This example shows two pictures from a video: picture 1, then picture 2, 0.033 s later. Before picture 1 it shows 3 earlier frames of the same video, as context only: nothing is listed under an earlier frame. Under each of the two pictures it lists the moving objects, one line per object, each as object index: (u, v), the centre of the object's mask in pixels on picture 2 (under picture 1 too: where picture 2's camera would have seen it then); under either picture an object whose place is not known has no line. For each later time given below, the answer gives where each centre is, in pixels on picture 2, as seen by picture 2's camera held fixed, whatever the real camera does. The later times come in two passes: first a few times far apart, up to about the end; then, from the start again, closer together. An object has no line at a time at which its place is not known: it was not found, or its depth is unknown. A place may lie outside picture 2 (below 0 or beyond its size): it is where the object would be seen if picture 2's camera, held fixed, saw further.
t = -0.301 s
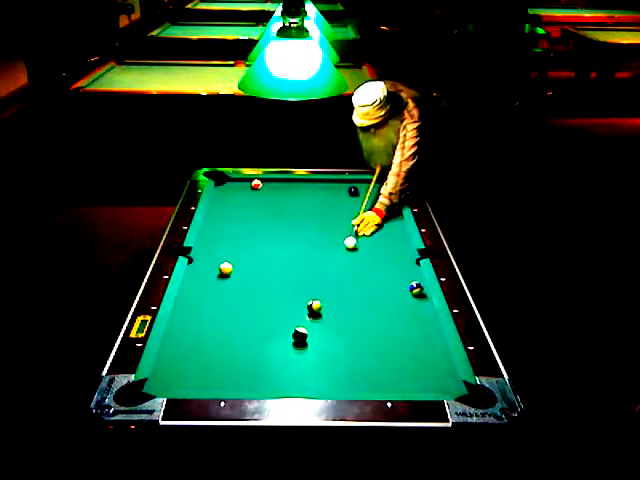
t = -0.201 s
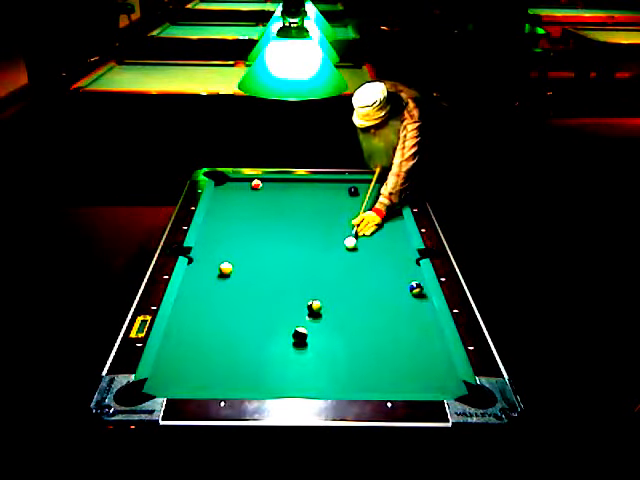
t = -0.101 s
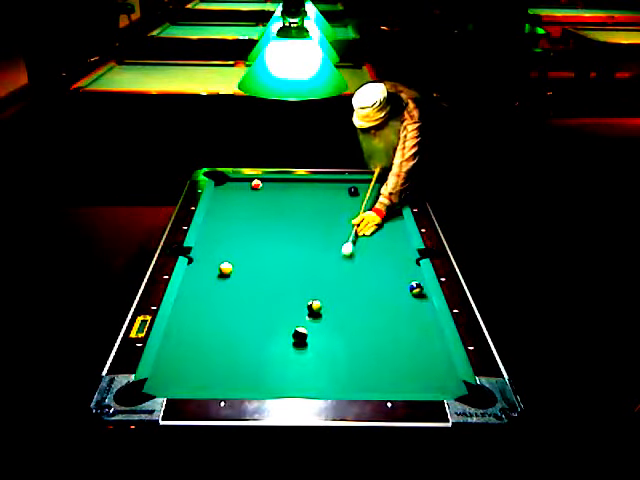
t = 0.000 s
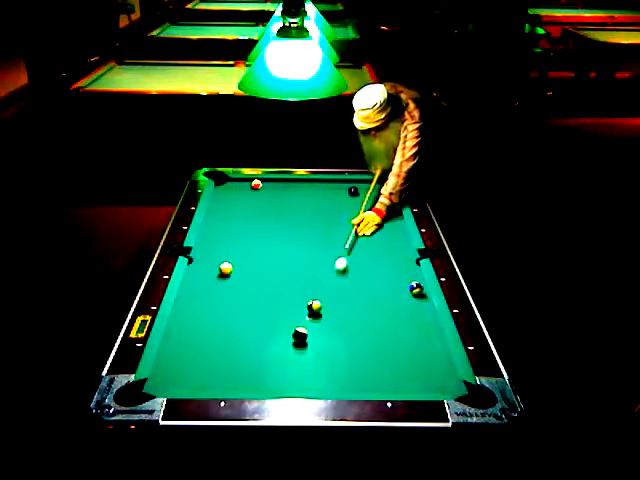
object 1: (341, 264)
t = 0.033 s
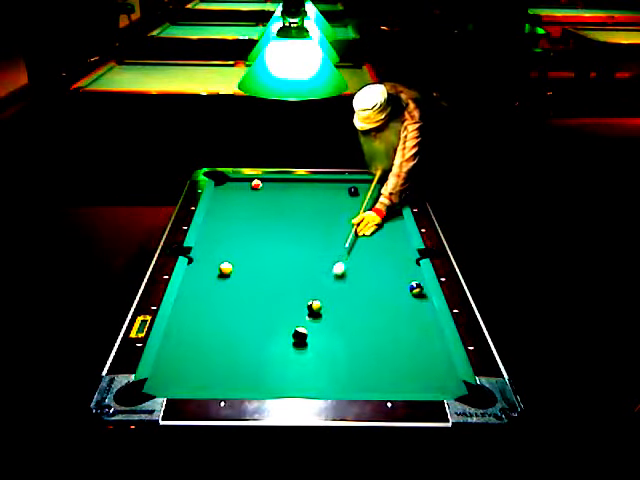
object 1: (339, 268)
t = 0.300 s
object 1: (330, 304)
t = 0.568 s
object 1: (350, 331)
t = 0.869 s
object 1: (375, 365)
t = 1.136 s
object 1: (394, 382)
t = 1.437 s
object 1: (398, 366)
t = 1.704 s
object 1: (400, 354)
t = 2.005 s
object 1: (402, 341)
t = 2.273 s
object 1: (403, 331)
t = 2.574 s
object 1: (404, 322)
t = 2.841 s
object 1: (405, 315)
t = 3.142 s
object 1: (406, 309)
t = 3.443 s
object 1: (407, 304)
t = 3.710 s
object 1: (407, 300)
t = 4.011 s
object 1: (408, 297)
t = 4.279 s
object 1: (408, 294)
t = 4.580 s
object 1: (408, 293)
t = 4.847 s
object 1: (407, 293)
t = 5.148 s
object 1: (407, 293)
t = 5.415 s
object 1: (407, 293)
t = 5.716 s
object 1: (407, 293)
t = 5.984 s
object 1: (407, 293)
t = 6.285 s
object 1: (407, 293)
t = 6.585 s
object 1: (407, 293)
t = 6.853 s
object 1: (407, 293)
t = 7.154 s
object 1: (407, 293)
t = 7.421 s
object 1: (407, 293)
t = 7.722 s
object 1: (407, 293)
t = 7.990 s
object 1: (407, 293)
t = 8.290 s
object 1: (407, 293)
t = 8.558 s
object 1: (407, 293)
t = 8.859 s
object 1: (407, 293)
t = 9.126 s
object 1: (407, 293)
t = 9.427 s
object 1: (407, 293)
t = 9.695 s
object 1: (407, 293)
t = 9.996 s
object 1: (407, 293)
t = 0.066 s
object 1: (336, 273)
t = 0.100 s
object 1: (334, 278)
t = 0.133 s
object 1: (332, 283)
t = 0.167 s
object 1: (330, 288)
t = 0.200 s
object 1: (328, 293)
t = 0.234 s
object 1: (326, 297)
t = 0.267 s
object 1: (326, 302)
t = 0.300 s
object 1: (330, 304)
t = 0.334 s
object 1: (333, 307)
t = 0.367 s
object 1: (335, 311)
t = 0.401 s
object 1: (338, 314)
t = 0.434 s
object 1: (340, 317)
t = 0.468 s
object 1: (343, 321)
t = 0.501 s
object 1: (345, 324)
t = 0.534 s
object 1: (348, 327)
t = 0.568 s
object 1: (350, 331)
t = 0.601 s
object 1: (353, 334)
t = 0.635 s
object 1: (356, 338)
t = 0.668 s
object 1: (359, 342)
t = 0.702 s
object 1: (361, 346)
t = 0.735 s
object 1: (364, 349)
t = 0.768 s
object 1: (366, 353)
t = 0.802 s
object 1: (369, 357)
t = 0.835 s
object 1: (372, 361)
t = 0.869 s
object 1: (375, 365)
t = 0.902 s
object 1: (378, 369)
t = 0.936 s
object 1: (382, 373)
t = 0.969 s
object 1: (384, 377)
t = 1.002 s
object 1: (388, 381)
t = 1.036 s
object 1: (391, 384)
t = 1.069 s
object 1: (393, 386)
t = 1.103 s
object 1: (394, 385)
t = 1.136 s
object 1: (394, 382)
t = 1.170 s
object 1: (395, 381)
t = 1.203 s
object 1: (395, 379)
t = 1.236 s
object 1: (395, 377)
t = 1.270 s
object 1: (396, 375)
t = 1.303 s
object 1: (396, 373)
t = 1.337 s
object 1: (396, 371)
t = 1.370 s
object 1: (397, 370)
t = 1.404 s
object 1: (397, 367)
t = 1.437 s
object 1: (398, 366)
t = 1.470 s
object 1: (398, 364)
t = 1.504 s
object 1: (399, 362)
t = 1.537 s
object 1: (399, 361)
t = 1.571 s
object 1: (399, 359)
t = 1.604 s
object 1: (399, 358)
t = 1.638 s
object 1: (400, 357)
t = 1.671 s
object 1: (400, 355)
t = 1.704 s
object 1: (400, 354)
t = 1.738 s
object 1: (400, 352)
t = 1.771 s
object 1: (401, 350)
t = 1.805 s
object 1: (401, 349)
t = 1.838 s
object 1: (401, 348)
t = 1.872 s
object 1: (401, 346)
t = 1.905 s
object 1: (402, 345)
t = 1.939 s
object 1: (402, 344)
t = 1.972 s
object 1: (402, 343)
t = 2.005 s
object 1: (402, 341)
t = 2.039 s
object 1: (402, 339)
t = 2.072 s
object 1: (403, 338)
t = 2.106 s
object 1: (403, 337)
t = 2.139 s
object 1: (403, 336)
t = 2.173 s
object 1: (403, 335)
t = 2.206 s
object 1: (403, 333)
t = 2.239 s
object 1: (403, 333)
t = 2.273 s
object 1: (403, 331)
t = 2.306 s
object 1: (404, 330)
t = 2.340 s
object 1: (404, 329)
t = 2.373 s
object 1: (404, 328)
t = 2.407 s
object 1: (404, 327)
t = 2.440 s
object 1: (404, 326)
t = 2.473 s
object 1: (404, 325)
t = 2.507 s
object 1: (404, 324)
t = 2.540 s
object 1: (404, 323)
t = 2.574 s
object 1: (404, 322)
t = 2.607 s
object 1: (404, 321)
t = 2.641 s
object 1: (405, 320)
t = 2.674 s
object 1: (405, 319)
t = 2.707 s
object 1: (405, 318)
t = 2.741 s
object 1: (405, 317)
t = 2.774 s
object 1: (405, 316)
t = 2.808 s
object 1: (405, 315)
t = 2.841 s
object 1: (405, 315)
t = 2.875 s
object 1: (406, 314)
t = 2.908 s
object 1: (406, 314)
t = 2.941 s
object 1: (406, 312)
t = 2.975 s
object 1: (406, 312)
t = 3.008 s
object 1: (406, 311)
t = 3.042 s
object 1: (406, 311)
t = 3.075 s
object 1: (406, 310)
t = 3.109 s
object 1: (406, 310)
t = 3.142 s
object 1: (406, 309)
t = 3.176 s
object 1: (406, 308)
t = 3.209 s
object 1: (406, 308)
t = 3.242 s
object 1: (406, 307)
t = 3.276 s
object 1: (406, 307)
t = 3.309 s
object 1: (407, 306)
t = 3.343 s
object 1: (407, 305)
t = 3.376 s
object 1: (407, 305)
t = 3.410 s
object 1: (407, 304)
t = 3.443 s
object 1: (407, 304)
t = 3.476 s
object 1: (407, 303)
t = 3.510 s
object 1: (407, 303)
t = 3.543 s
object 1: (407, 302)
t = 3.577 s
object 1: (408, 302)
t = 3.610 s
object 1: (407, 301)
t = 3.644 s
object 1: (408, 301)
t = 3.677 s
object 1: (408, 301)
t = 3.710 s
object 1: (407, 300)
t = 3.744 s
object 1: (408, 300)
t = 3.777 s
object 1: (408, 299)
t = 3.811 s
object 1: (408, 299)
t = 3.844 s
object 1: (408, 298)
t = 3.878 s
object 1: (408, 298)
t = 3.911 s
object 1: (408, 297)
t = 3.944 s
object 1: (408, 297)
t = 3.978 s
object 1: (408, 297)
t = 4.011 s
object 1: (408, 297)
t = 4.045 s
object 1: (408, 296)
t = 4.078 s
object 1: (408, 296)
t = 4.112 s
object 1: (408, 296)
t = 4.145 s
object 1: (408, 296)
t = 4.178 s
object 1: (408, 296)
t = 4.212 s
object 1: (408, 295)
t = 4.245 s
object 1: (408, 295)
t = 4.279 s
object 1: (408, 294)
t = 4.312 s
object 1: (408, 294)
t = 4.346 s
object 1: (408, 294)
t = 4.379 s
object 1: (408, 294)
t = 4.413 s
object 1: (408, 294)
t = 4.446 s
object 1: (408, 294)
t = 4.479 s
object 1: (408, 293)
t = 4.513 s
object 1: (408, 293)
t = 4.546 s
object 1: (408, 293)
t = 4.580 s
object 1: (408, 293)
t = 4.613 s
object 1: (408, 293)
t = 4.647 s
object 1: (408, 293)
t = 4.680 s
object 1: (408, 293)
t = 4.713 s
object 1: (407, 293)
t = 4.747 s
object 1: (407, 293)
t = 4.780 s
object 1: (407, 293)
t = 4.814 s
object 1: (407, 293)
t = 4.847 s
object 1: (407, 293)
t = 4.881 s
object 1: (407, 293)
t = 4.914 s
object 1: (407, 293)
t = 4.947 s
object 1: (407, 293)
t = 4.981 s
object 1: (407, 293)
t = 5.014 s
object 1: (407, 293)
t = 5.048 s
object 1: (407, 293)
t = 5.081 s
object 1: (407, 293)
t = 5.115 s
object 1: (407, 293)
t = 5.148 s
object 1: (407, 293)
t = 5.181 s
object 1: (407, 293)
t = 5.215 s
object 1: (407, 293)
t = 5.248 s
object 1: (407, 293)
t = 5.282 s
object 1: (407, 293)
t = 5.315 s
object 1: (407, 293)
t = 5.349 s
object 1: (407, 293)
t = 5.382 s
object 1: (407, 293)
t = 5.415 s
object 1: (407, 293)
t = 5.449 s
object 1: (407, 293)
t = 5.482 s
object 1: (407, 293)
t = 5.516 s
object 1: (407, 293)
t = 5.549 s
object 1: (407, 293)
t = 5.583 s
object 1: (407, 293)
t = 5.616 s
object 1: (407, 293)
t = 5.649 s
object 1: (407, 293)
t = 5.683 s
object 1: (407, 293)
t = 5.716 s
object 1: (407, 293)
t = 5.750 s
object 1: (407, 293)
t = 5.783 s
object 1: (407, 293)
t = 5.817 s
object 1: (407, 293)
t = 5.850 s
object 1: (407, 293)
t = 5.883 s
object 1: (407, 293)
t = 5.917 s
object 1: (407, 293)
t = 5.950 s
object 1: (407, 293)
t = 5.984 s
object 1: (407, 293)
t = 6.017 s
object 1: (407, 293)
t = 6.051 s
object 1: (407, 293)
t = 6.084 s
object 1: (407, 293)
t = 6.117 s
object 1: (407, 293)
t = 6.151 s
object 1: (407, 293)
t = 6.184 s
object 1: (407, 293)
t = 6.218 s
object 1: (407, 293)
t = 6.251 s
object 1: (407, 293)
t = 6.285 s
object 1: (407, 293)
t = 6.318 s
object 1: (407, 293)
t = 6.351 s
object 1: (407, 293)
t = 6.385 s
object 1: (407, 293)
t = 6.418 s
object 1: (407, 293)
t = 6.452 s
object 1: (407, 293)
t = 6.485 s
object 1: (407, 293)
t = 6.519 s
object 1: (407, 293)
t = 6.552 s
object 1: (407, 293)
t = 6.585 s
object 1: (407, 293)
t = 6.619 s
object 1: (407, 293)
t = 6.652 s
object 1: (407, 293)
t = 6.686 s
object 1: (407, 293)
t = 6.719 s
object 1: (407, 293)
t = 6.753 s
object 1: (407, 293)
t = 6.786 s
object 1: (407, 293)
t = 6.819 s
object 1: (407, 293)
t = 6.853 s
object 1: (407, 293)
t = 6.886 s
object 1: (407, 293)
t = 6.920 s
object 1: (407, 293)
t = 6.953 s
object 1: (407, 293)
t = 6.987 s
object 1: (407, 293)
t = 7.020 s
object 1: (407, 293)
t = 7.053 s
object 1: (407, 293)
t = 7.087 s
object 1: (407, 293)
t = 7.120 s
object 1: (407, 293)
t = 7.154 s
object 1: (407, 293)
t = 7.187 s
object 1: (407, 293)
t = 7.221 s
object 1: (407, 293)
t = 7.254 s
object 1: (407, 293)
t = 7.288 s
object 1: (407, 293)
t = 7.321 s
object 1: (407, 293)
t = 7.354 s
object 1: (407, 293)
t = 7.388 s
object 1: (407, 293)
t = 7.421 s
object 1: (407, 293)
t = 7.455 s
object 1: (407, 293)
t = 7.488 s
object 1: (407, 293)
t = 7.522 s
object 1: (407, 293)
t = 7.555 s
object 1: (407, 293)
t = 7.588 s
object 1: (407, 293)
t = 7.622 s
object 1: (407, 293)
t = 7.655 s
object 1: (407, 293)
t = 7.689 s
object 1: (407, 293)
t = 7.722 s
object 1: (407, 293)
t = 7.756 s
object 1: (407, 293)
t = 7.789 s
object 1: (407, 293)
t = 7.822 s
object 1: (407, 293)
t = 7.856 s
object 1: (407, 293)
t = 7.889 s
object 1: (407, 293)
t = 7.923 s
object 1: (407, 293)
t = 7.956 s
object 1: (407, 293)
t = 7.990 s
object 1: (407, 293)
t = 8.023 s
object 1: (407, 293)
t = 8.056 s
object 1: (407, 293)
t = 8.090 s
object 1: (407, 293)
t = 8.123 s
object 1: (407, 293)
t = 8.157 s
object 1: (407, 293)
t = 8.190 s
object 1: (407, 293)
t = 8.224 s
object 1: (407, 293)
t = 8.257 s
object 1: (407, 293)
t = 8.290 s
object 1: (407, 293)
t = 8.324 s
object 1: (407, 293)
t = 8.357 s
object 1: (407, 293)
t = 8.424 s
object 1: (407, 293)
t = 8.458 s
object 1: (407, 293)
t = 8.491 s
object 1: (407, 293)
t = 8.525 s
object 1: (407, 293)
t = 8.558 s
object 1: (407, 293)
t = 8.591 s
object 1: (407, 293)
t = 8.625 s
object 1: (407, 293)
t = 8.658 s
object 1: (407, 293)
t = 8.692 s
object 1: (407, 293)
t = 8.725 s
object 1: (407, 293)
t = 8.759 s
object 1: (407, 293)
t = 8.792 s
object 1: (407, 293)
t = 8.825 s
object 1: (407, 293)
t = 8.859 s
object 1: (407, 293)
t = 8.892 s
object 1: (407, 293)
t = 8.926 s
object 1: (407, 293)
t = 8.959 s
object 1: (407, 293)
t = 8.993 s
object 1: (407, 293)
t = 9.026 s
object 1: (407, 293)
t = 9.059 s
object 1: (407, 293)
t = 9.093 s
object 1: (407, 293)
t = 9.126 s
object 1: (407, 293)
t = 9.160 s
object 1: (407, 293)
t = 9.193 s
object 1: (407, 293)
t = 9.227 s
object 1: (407, 293)
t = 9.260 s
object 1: (407, 293)
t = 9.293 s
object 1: (407, 293)
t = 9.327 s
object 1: (407, 293)
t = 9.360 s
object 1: (407, 293)
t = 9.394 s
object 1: (407, 293)
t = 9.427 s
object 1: (407, 293)
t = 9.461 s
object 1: (407, 293)
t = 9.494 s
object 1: (407, 293)
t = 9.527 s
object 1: (407, 293)
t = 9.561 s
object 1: (407, 293)
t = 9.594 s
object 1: (407, 293)
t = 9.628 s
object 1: (407, 293)
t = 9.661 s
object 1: (407, 293)
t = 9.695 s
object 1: (407, 293)
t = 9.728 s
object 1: (407, 293)
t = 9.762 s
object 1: (407, 293)
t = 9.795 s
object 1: (407, 293)
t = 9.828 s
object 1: (407, 293)
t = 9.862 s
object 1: (407, 293)
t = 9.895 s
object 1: (407, 293)
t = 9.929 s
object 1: (407, 293)
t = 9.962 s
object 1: (407, 293)
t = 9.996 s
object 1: (407, 293)
